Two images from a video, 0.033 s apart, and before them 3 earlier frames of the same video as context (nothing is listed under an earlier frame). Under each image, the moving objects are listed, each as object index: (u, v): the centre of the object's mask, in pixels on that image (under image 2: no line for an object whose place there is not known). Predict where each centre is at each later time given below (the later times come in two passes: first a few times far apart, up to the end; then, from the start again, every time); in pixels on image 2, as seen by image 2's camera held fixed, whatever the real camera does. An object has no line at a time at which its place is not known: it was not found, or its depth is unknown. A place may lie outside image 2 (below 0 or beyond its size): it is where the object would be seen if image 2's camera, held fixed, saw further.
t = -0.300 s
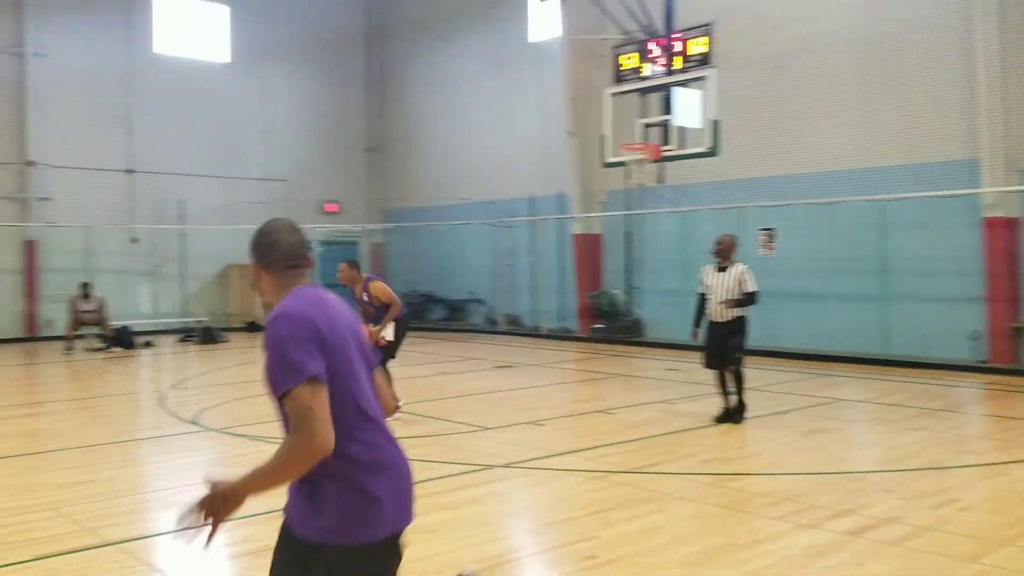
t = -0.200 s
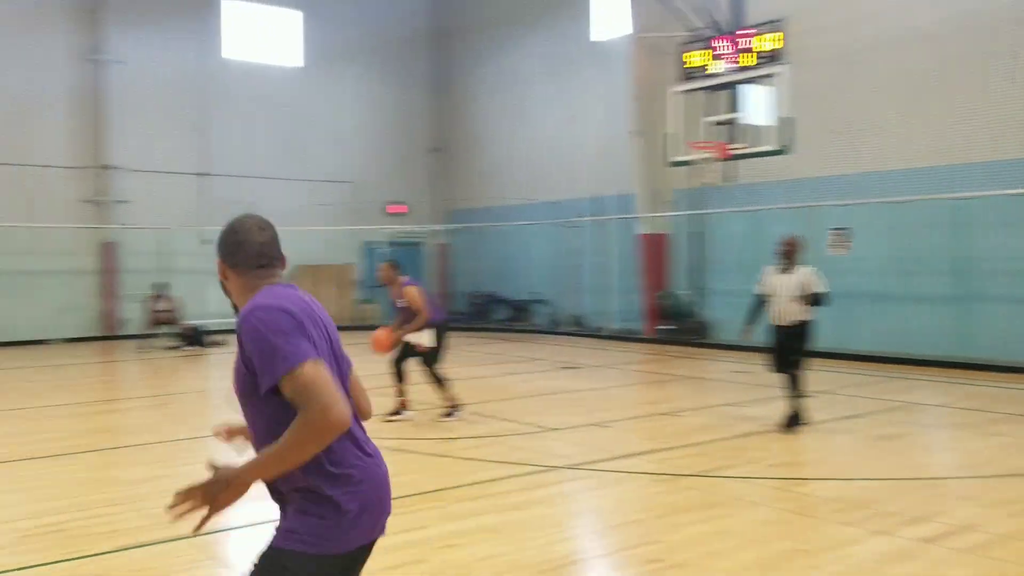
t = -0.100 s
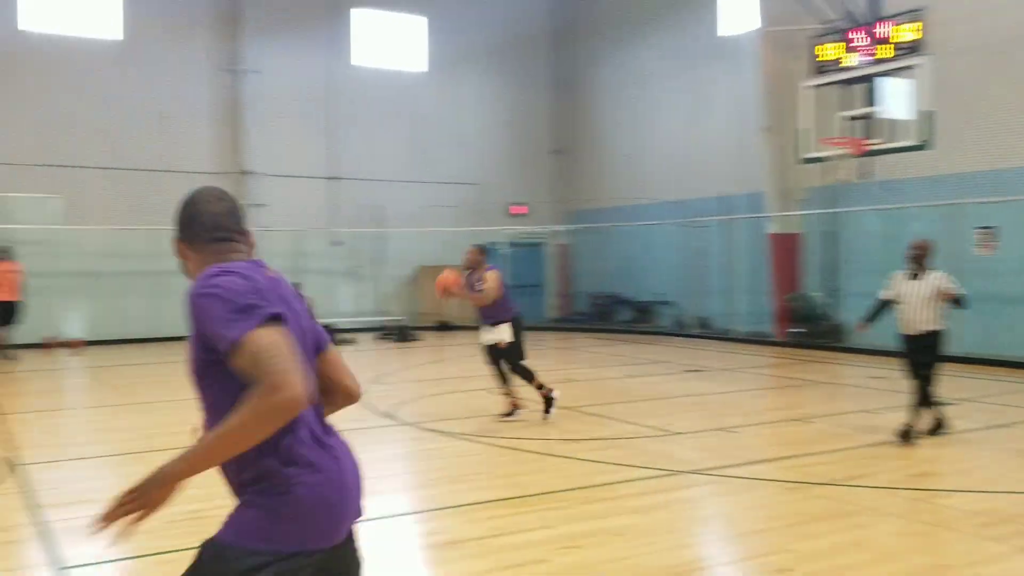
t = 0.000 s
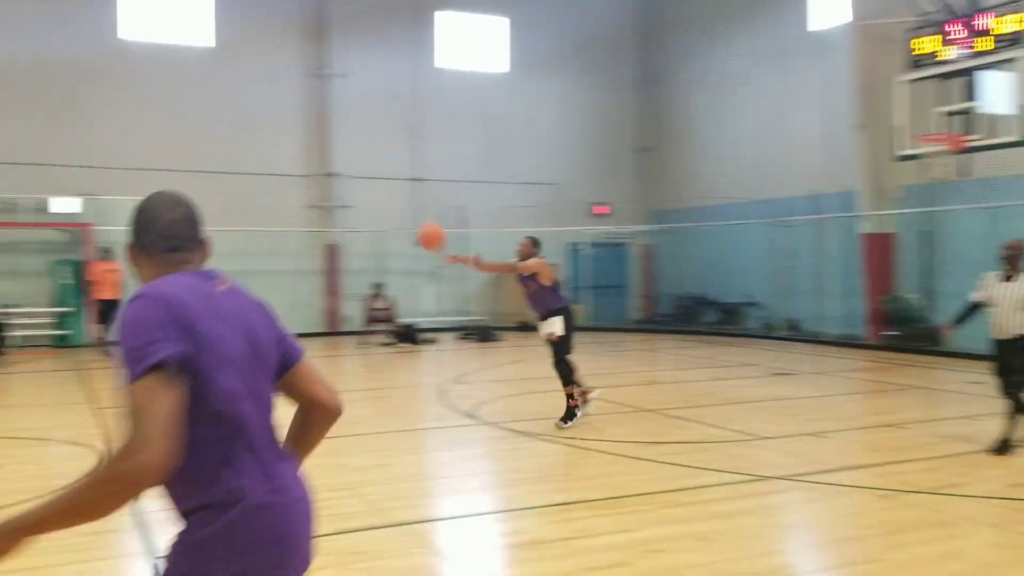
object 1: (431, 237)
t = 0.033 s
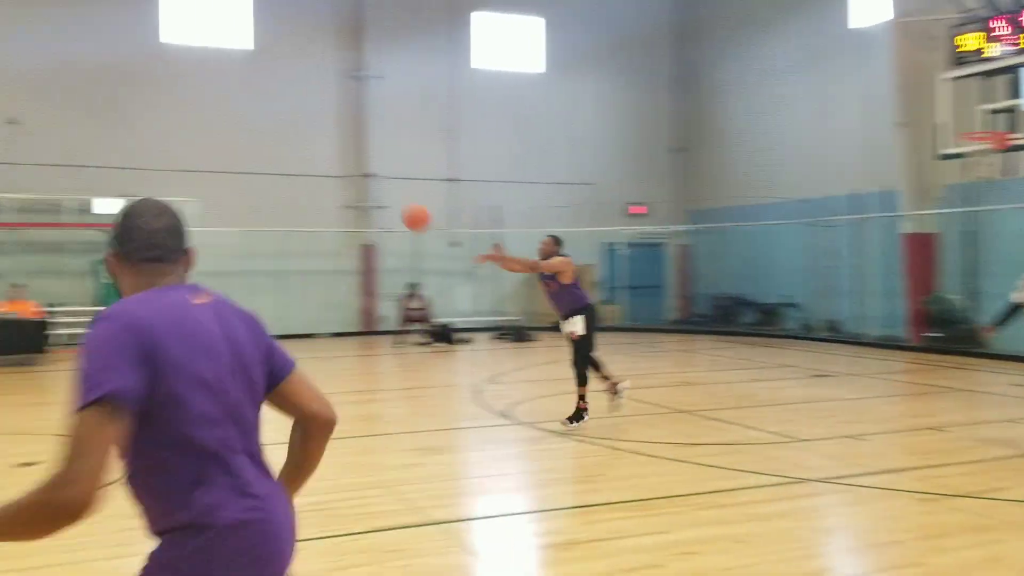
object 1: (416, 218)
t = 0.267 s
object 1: (9, 94)
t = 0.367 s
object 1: (-198, 48)
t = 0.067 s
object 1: (364, 198)
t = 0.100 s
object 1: (309, 180)
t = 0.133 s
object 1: (253, 162)
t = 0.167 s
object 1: (196, 144)
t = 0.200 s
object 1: (136, 127)
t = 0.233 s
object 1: (74, 111)
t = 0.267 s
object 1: (9, 94)
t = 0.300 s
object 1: (-57, 77)
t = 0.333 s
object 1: (-127, 62)
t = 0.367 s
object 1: (-198, 48)
